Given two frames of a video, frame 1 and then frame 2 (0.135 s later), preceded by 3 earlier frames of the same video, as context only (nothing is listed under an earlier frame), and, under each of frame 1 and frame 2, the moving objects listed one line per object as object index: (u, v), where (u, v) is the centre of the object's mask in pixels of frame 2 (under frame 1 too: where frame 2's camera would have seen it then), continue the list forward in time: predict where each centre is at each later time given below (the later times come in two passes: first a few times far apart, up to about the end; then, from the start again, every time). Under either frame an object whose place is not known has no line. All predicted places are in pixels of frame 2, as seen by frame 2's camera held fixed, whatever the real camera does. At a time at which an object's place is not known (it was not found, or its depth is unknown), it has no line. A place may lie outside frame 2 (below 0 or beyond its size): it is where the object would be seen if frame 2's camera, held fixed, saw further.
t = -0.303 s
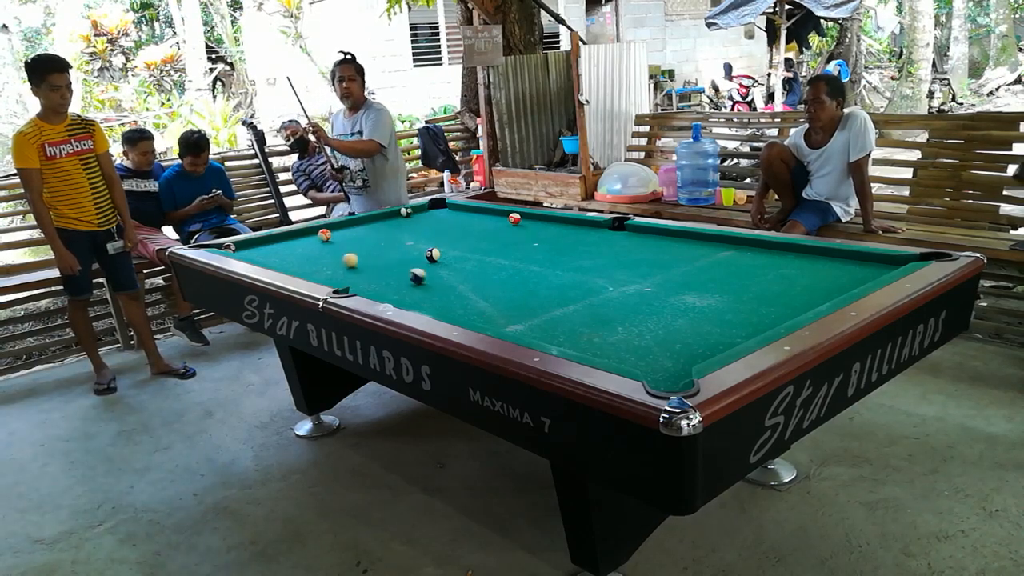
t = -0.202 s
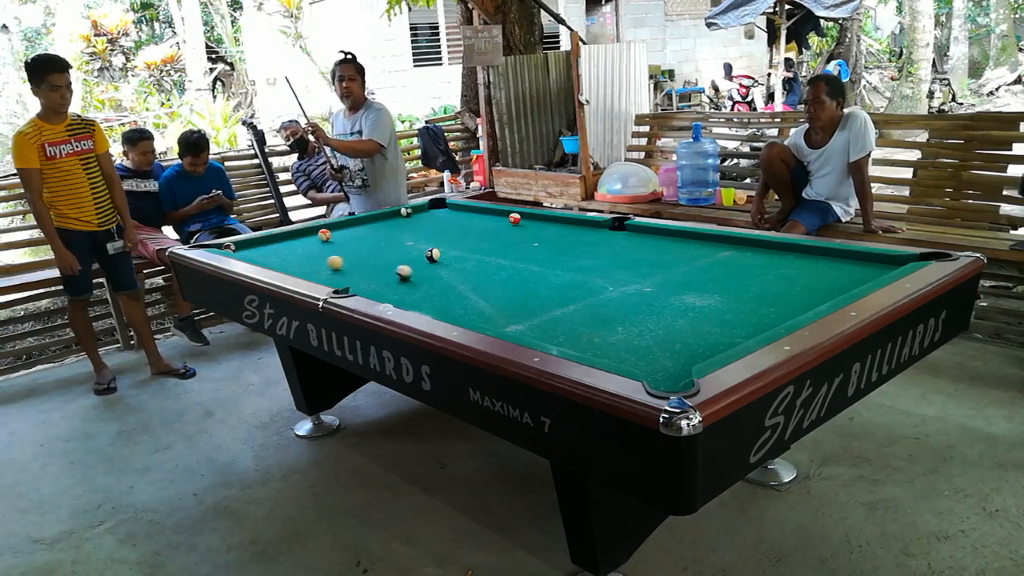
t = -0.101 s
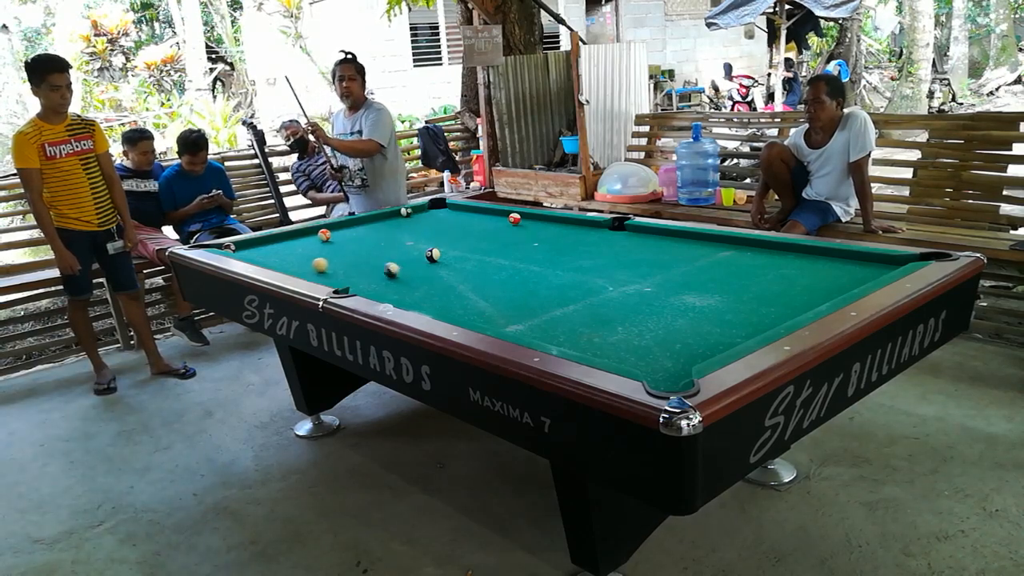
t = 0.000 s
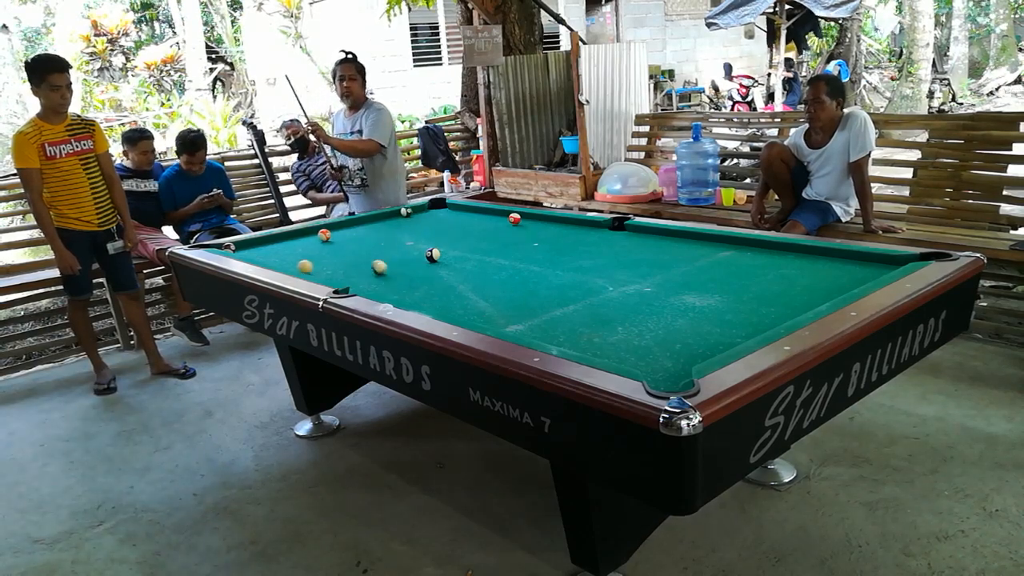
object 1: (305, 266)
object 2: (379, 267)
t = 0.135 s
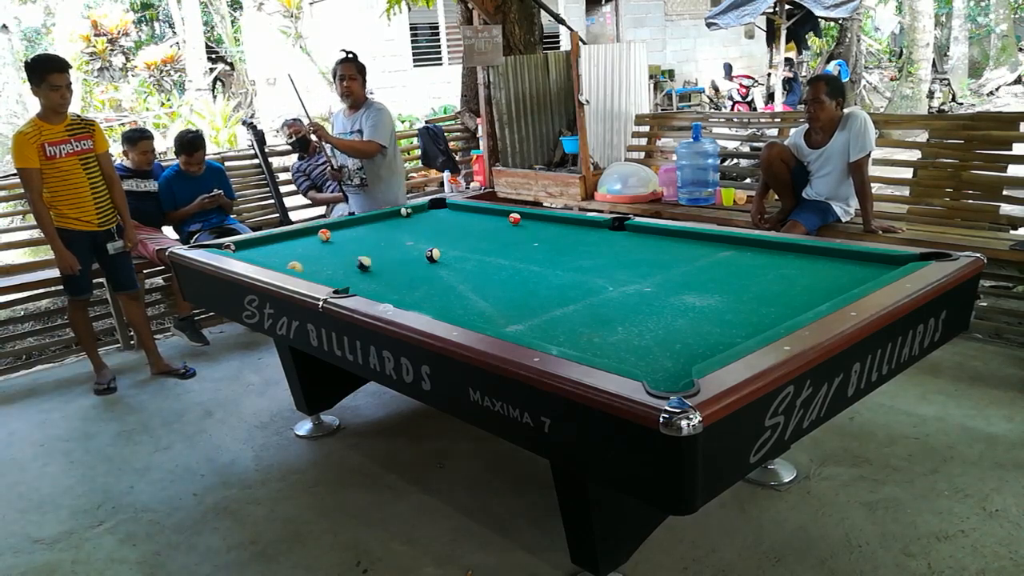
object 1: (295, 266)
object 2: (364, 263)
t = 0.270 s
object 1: (304, 266)
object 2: (349, 260)
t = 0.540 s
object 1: (320, 264)
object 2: (323, 253)
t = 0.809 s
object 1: (334, 261)
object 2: (300, 249)
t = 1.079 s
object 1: (347, 258)
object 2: (279, 244)
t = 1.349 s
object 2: (261, 240)
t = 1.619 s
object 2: (270, 241)
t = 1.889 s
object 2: (280, 244)
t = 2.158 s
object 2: (289, 246)
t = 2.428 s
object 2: (298, 248)
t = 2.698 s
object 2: (305, 250)
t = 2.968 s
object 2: (312, 252)
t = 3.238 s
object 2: (318, 253)
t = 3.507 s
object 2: (323, 255)
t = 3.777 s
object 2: (328, 257)
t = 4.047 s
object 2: (332, 258)
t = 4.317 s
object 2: (335, 258)
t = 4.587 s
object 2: (336, 259)
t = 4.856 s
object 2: (337, 259)
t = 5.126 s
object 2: (337, 260)
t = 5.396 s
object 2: (337, 259)
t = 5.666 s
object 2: (337, 259)
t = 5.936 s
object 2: (337, 260)
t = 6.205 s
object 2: (337, 259)
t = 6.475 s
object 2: (337, 259)
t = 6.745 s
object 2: (337, 259)
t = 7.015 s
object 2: (337, 259)
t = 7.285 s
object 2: (337, 260)
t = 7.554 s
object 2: (337, 260)
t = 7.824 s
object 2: (337, 260)
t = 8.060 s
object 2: (337, 259)
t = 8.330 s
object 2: (337, 259)
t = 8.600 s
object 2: (337, 260)
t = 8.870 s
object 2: (337, 260)
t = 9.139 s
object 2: (337, 259)
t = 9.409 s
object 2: (337, 259)
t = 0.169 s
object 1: (297, 266)
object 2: (360, 263)
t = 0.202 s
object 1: (299, 266)
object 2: (356, 262)
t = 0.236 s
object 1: (301, 266)
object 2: (353, 261)
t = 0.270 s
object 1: (304, 266)
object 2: (349, 260)
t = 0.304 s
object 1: (306, 266)
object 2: (346, 260)
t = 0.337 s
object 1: (308, 266)
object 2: (343, 259)
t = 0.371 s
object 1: (310, 265)
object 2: (339, 257)
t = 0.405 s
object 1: (312, 265)
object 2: (336, 257)
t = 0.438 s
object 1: (314, 265)
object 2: (333, 257)
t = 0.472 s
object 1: (316, 264)
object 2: (329, 255)
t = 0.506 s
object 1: (318, 264)
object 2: (326, 254)
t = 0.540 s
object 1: (320, 264)
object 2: (323, 253)
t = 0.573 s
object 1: (322, 264)
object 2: (320, 252)
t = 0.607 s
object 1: (324, 263)
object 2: (317, 252)
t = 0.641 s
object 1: (326, 262)
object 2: (314, 252)
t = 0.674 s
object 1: (328, 262)
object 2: (311, 252)
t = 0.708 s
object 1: (329, 262)
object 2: (308, 251)
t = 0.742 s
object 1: (331, 262)
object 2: (305, 250)
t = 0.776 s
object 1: (333, 261)
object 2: (302, 249)
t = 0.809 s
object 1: (334, 261)
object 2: (300, 249)
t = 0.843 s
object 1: (337, 260)
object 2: (297, 248)
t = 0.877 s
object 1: (338, 260)
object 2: (294, 247)
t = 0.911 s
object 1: (340, 260)
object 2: (292, 247)
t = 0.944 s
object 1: (341, 260)
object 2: (289, 246)
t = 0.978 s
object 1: (343, 259)
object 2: (286, 245)
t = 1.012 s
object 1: (344, 259)
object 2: (284, 245)
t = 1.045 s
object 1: (346, 259)
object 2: (282, 245)
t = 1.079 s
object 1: (347, 258)
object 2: (279, 244)
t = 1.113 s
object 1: (349, 258)
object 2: (276, 243)
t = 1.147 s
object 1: (350, 258)
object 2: (274, 242)
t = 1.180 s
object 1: (352, 257)
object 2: (272, 242)
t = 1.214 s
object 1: (353, 257)
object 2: (270, 241)
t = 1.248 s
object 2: (268, 241)
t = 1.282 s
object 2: (264, 240)
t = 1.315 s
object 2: (263, 240)
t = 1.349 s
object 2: (261, 240)
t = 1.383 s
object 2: (262, 240)
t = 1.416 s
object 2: (263, 240)
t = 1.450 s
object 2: (264, 240)
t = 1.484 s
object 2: (265, 240)
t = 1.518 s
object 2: (266, 240)
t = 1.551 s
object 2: (268, 240)
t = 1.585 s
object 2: (269, 241)
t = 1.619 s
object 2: (270, 241)
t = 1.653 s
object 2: (272, 242)
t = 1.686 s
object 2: (273, 242)
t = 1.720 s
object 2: (275, 242)
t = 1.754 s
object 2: (275, 242)
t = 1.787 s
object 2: (277, 243)
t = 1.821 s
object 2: (278, 243)
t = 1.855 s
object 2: (279, 243)
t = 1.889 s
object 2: (280, 244)
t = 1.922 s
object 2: (281, 244)
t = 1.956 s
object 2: (282, 244)
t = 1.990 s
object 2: (284, 245)
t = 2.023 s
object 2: (285, 245)
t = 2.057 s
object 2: (286, 245)
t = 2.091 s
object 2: (287, 245)
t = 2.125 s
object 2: (288, 245)
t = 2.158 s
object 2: (289, 246)
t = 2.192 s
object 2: (291, 246)
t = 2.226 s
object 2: (292, 247)
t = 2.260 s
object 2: (293, 247)
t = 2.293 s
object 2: (294, 247)
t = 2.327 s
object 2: (294, 247)
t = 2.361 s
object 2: (295, 247)
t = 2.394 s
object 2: (296, 248)
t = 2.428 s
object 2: (298, 248)
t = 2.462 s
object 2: (298, 249)
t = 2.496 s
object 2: (300, 249)
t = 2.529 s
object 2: (300, 249)
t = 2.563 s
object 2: (301, 249)
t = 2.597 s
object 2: (302, 249)
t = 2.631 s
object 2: (303, 250)
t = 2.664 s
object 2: (304, 250)
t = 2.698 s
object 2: (305, 250)
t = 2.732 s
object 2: (306, 250)
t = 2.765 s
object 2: (307, 251)
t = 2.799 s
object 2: (308, 251)
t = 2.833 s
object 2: (308, 251)
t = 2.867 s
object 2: (310, 251)
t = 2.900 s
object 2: (311, 251)
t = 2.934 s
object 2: (311, 252)
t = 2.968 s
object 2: (312, 252)
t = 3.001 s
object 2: (313, 252)
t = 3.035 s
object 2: (314, 252)
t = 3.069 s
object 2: (315, 252)
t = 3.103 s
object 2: (315, 253)
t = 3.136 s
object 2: (316, 253)
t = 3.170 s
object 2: (317, 253)
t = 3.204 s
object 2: (318, 253)
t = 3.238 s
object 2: (318, 253)
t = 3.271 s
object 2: (319, 254)
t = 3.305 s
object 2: (320, 254)
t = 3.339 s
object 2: (320, 254)
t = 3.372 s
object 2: (321, 254)
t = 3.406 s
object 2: (321, 255)
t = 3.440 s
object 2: (322, 255)
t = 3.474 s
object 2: (323, 255)
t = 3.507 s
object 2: (323, 255)
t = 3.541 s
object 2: (324, 255)
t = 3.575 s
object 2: (325, 255)
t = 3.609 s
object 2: (325, 255)
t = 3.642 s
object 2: (326, 256)
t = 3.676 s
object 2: (326, 256)
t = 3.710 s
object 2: (327, 256)
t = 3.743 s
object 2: (327, 256)
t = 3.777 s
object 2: (328, 257)
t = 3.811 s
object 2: (328, 257)
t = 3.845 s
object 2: (329, 257)
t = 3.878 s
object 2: (330, 257)
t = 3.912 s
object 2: (330, 257)
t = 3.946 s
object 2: (330, 257)
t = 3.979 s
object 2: (331, 257)
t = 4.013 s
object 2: (331, 257)
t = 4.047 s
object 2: (332, 258)
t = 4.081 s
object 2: (332, 258)
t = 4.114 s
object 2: (333, 258)
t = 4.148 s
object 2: (333, 258)
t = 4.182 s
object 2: (333, 258)
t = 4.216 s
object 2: (334, 258)
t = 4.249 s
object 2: (334, 258)
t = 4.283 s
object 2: (334, 258)
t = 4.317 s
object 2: (335, 258)
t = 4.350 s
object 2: (335, 259)
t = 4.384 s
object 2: (335, 258)
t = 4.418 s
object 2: (335, 259)
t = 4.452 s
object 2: (335, 259)
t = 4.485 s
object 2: (335, 259)
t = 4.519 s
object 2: (336, 259)
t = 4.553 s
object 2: (336, 259)
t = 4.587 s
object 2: (336, 259)
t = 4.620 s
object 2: (336, 259)
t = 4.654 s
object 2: (336, 259)
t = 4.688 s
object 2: (336, 259)
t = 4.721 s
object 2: (337, 259)
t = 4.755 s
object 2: (337, 259)
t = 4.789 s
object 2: (337, 259)
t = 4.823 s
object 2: (337, 259)
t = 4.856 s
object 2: (337, 259)
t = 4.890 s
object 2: (337, 259)
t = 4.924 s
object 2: (337, 260)
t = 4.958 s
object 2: (337, 260)
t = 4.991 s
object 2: (337, 260)
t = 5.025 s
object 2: (337, 260)
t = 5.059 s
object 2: (337, 260)
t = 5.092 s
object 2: (337, 260)
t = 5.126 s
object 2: (337, 260)
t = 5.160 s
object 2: (337, 260)
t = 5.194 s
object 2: (337, 259)
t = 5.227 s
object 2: (337, 260)
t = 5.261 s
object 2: (337, 260)
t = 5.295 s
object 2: (337, 259)
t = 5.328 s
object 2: (337, 259)
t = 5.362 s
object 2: (337, 259)
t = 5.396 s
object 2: (337, 259)
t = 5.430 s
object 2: (337, 259)
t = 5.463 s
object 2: (337, 259)
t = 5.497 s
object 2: (337, 259)
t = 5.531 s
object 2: (337, 259)
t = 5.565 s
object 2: (337, 259)
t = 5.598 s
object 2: (337, 259)
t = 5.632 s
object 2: (337, 259)
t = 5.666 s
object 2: (337, 259)
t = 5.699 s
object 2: (337, 259)
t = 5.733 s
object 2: (337, 259)
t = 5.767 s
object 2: (337, 259)
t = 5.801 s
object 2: (337, 259)
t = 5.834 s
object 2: (337, 259)
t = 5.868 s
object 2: (337, 259)
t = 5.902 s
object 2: (337, 259)
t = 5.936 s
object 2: (337, 260)
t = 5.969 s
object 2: (337, 260)
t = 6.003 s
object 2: (337, 259)
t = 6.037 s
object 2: (337, 259)
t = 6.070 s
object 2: (337, 259)
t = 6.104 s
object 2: (337, 259)
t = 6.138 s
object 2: (337, 259)
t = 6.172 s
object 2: (337, 259)
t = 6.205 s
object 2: (337, 259)
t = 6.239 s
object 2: (337, 259)
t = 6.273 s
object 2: (337, 259)
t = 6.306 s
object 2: (337, 259)
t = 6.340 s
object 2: (337, 259)
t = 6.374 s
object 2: (337, 259)
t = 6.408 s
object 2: (337, 259)
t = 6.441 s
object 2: (337, 259)
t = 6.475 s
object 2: (337, 259)
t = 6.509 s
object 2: (337, 259)
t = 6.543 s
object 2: (337, 259)
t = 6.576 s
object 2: (337, 259)
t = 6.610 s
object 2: (337, 259)
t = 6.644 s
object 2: (337, 259)
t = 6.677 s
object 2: (337, 259)
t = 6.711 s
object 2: (337, 259)
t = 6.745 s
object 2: (337, 259)
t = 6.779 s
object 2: (337, 259)
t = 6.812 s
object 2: (337, 259)
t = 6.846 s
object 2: (337, 259)
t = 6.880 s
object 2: (337, 259)
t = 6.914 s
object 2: (337, 259)
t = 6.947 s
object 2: (337, 259)
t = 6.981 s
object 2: (337, 259)
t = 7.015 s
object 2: (337, 259)
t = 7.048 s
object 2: (337, 259)
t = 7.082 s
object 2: (337, 259)
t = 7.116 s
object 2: (337, 259)
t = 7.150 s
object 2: (337, 259)
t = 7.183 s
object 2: (337, 259)
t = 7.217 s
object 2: (337, 259)
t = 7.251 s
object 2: (337, 259)
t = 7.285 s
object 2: (337, 260)
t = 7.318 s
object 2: (337, 259)
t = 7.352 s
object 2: (337, 259)
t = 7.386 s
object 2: (337, 259)
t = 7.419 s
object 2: (337, 260)
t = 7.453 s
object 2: (337, 260)
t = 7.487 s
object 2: (337, 260)
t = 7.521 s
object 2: (337, 260)
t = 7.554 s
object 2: (337, 260)
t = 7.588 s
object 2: (337, 259)
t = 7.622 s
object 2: (337, 259)
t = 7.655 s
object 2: (337, 259)
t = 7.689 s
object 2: (337, 259)
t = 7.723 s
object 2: (337, 259)
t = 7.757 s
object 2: (337, 260)
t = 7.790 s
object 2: (337, 260)
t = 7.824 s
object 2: (337, 260)
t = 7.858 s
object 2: (337, 260)
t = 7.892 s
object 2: (337, 260)
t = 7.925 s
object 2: (337, 260)
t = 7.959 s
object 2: (337, 260)
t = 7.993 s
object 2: (337, 260)
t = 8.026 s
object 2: (337, 260)
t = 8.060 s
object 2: (337, 259)
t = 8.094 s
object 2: (337, 260)
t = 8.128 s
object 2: (337, 259)
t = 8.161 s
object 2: (337, 260)
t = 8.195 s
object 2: (337, 260)
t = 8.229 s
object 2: (337, 260)
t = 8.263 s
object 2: (337, 260)
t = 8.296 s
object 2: (337, 259)
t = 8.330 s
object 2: (337, 259)
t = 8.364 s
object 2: (337, 260)
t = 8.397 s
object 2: (337, 260)
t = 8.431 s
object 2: (337, 260)
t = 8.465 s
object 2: (337, 260)
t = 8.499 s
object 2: (337, 260)
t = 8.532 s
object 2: (337, 260)
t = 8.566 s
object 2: (337, 260)
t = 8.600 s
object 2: (337, 260)
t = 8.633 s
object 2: (337, 260)
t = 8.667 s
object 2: (337, 259)
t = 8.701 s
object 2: (337, 260)
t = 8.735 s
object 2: (337, 260)
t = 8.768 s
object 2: (337, 260)
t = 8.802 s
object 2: (337, 260)
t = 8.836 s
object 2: (337, 260)
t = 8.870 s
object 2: (337, 260)
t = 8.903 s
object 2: (337, 260)
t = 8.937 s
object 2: (337, 260)
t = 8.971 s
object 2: (337, 260)
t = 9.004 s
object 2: (337, 260)
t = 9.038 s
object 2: (337, 260)
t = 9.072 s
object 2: (337, 260)
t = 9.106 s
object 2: (337, 260)
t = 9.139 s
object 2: (337, 259)
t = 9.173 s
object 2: (337, 259)
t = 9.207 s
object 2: (337, 260)
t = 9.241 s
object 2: (337, 259)
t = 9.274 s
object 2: (337, 259)
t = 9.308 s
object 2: (337, 259)
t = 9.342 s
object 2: (337, 259)
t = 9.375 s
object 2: (337, 259)
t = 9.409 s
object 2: (337, 259)
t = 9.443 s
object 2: (337, 259)
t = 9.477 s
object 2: (337, 259)
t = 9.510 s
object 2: (337, 259)
